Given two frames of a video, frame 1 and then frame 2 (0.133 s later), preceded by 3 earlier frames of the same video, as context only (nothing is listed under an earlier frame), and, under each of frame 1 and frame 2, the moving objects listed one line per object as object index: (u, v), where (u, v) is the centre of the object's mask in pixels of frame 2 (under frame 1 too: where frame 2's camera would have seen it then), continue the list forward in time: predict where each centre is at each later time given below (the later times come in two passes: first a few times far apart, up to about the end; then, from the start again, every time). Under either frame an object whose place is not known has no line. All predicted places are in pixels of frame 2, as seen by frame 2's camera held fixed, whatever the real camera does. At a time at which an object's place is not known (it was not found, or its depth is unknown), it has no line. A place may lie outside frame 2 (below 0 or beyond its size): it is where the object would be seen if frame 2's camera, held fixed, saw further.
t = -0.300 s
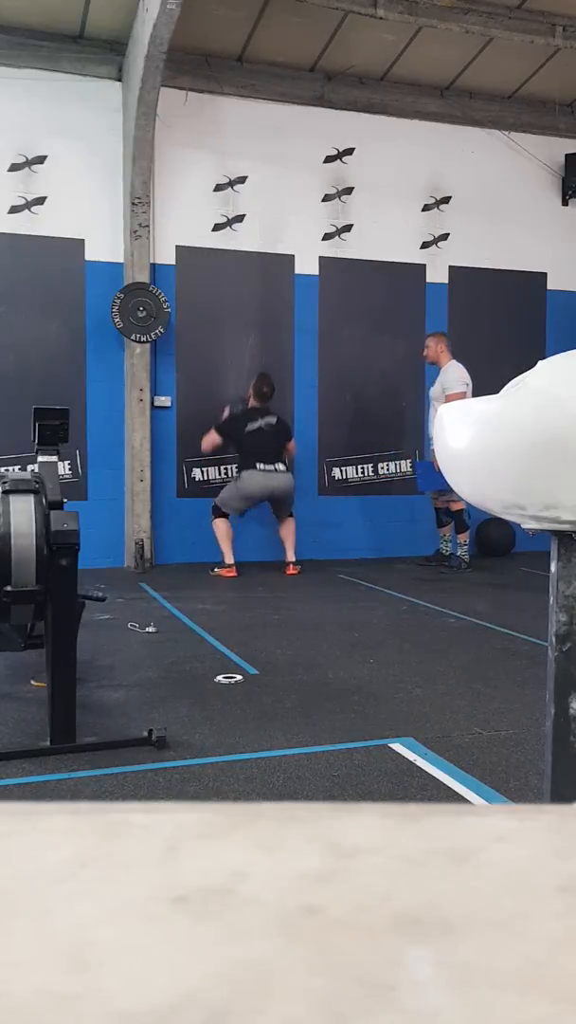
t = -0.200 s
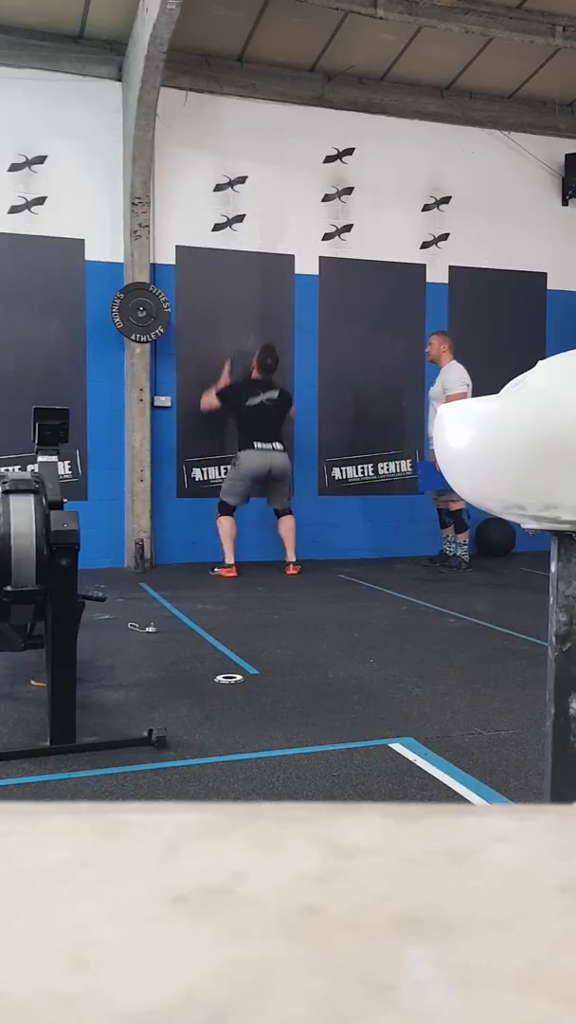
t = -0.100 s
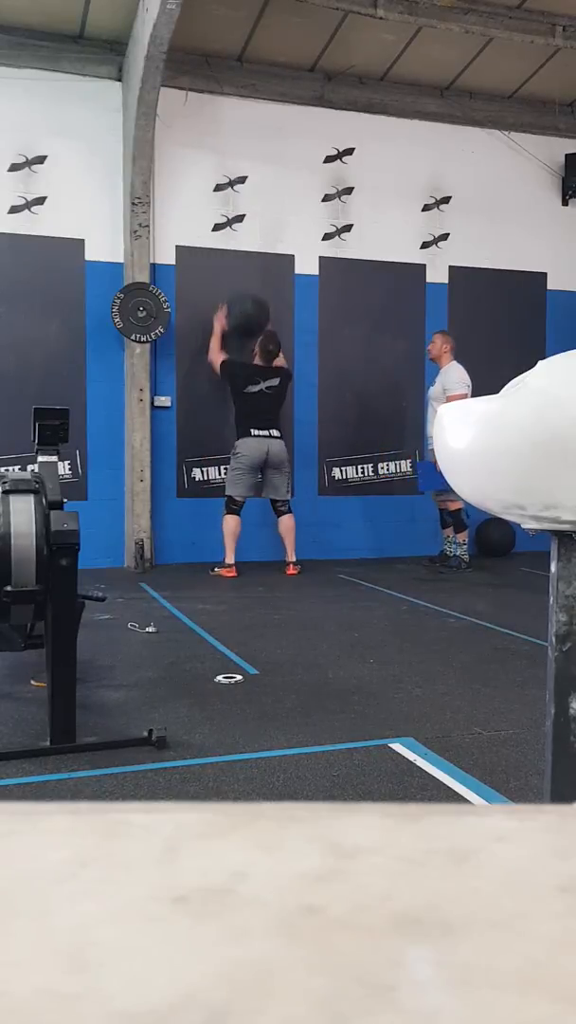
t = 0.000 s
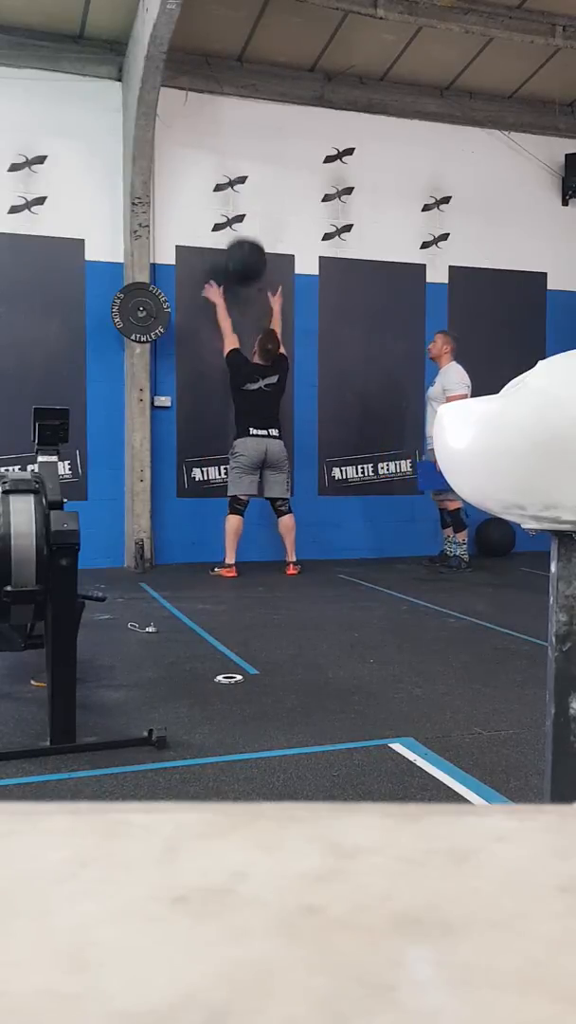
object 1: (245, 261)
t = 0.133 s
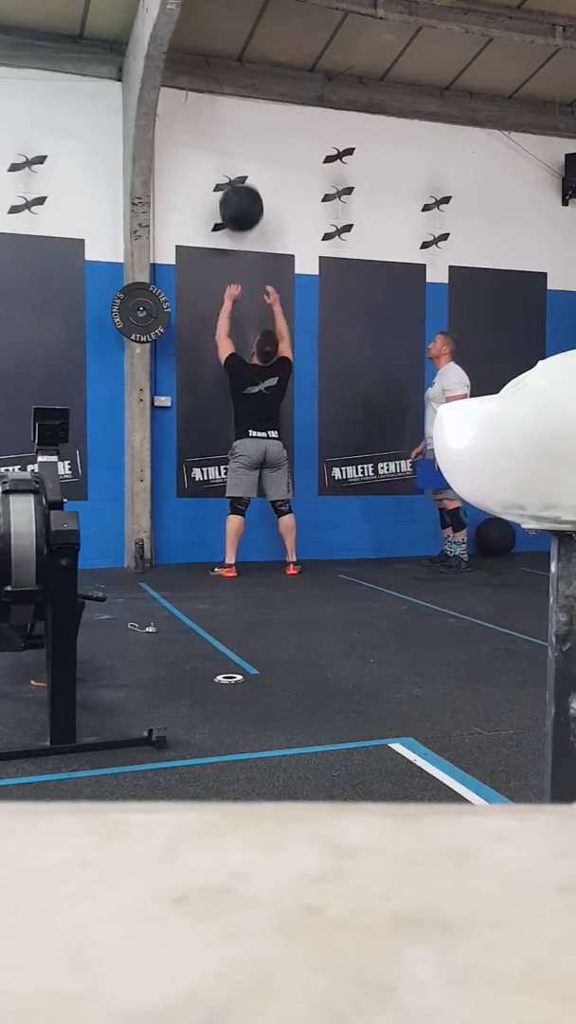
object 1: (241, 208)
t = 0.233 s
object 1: (238, 183)
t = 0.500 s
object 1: (237, 177)
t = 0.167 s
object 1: (239, 198)
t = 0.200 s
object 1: (239, 190)
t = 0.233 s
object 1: (238, 183)
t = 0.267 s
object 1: (237, 178)
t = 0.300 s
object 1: (236, 175)
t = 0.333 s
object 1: (235, 173)
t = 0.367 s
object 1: (235, 172)
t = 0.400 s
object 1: (236, 171)
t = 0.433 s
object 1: (236, 172)
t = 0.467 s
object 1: (237, 174)
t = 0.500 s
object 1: (237, 177)
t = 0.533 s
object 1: (238, 182)
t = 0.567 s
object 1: (238, 188)
